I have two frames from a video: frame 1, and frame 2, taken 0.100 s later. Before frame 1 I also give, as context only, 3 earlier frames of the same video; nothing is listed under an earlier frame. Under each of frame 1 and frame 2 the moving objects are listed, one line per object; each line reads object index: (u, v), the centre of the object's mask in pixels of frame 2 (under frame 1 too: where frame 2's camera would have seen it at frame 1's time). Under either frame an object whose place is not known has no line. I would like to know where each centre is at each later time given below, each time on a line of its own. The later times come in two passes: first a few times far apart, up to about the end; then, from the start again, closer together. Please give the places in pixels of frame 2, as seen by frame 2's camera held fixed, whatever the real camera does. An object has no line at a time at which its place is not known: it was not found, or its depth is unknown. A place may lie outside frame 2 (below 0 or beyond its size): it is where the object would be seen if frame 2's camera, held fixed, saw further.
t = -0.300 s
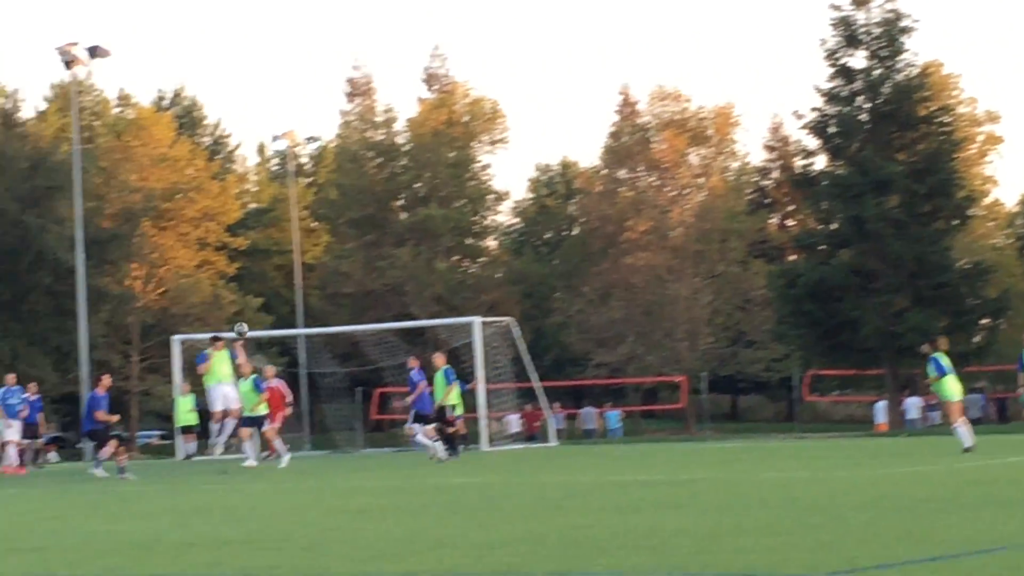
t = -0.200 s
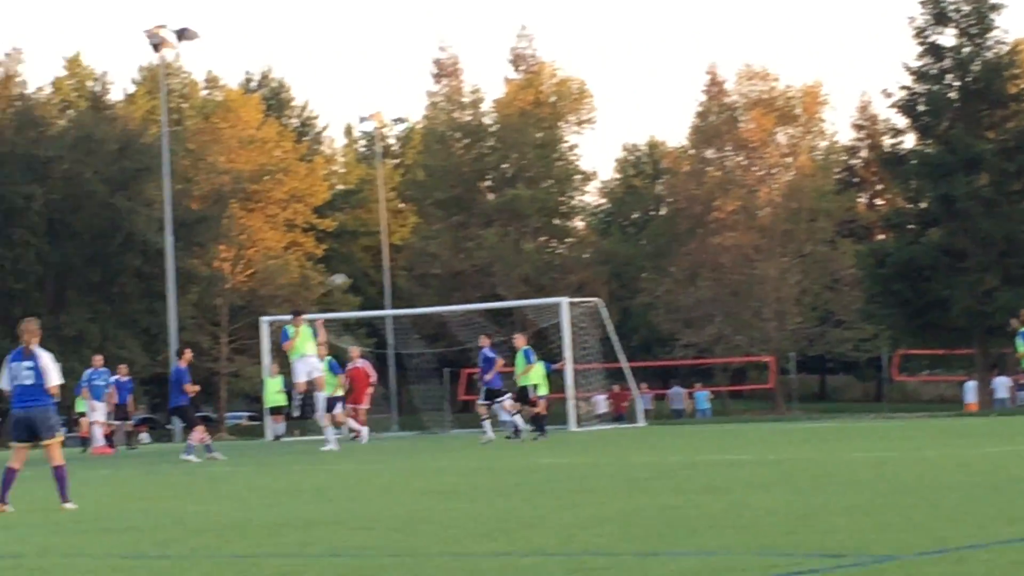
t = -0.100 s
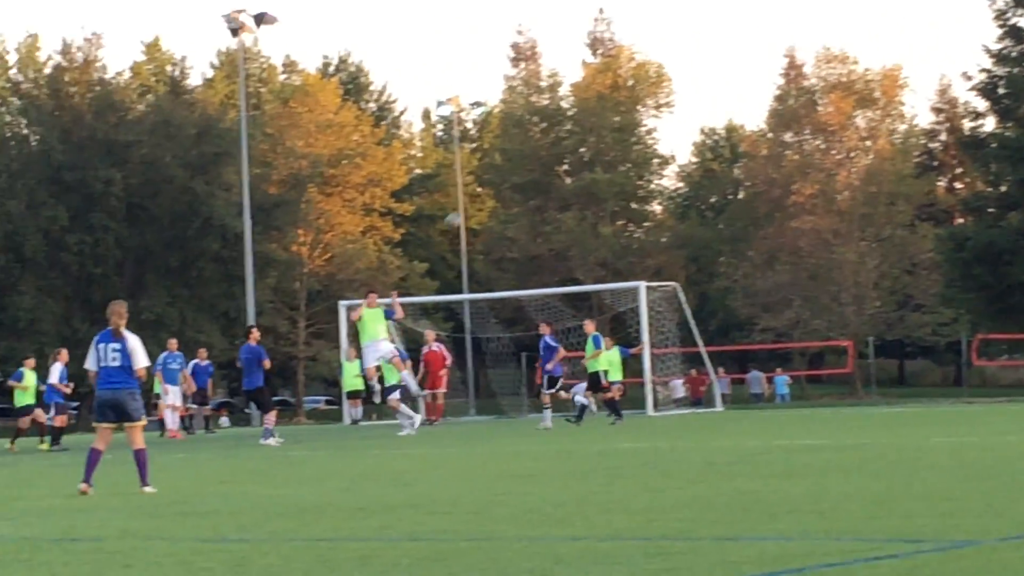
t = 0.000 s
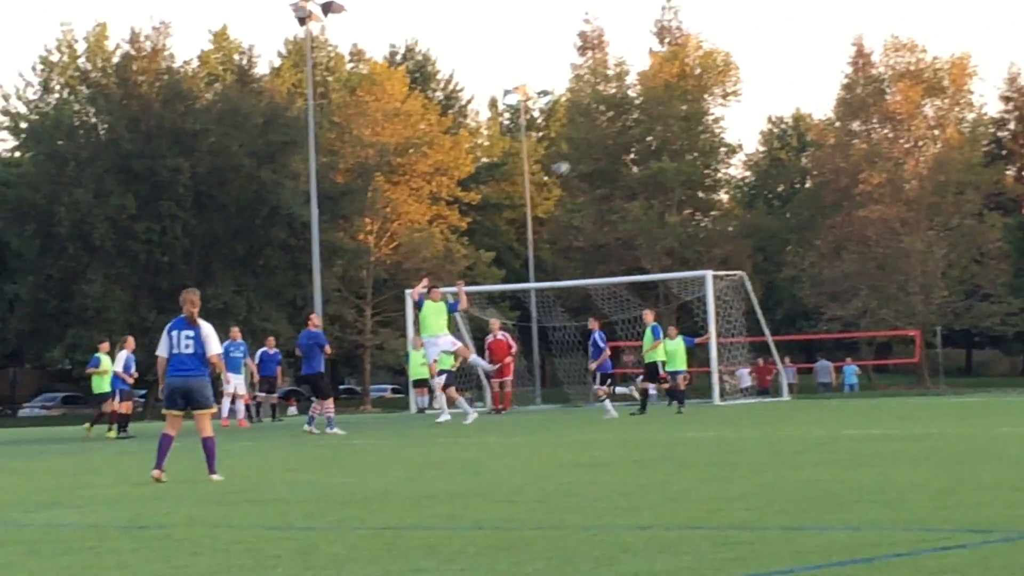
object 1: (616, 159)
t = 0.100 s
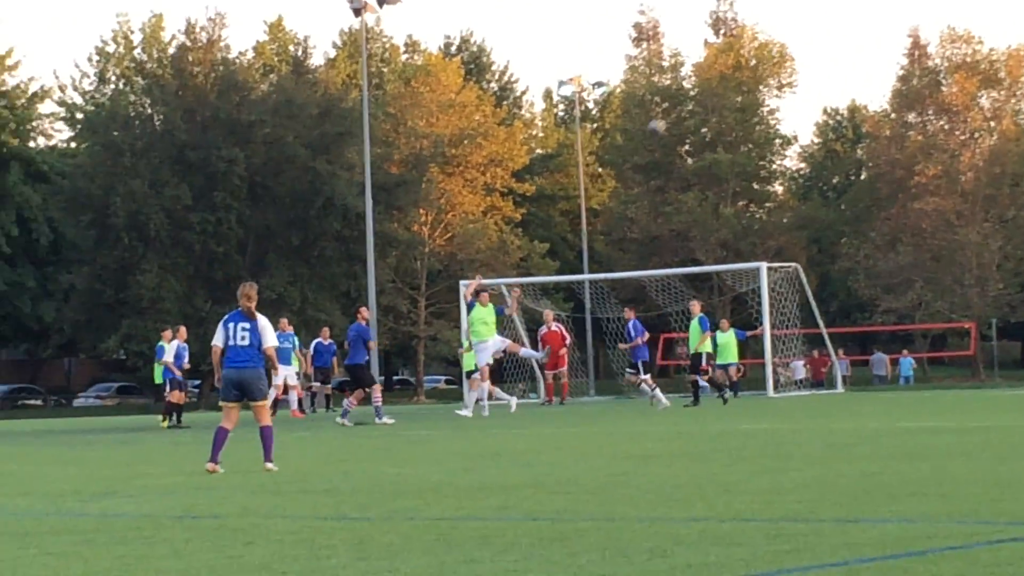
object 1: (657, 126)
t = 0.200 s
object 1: (698, 98)
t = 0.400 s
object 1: (785, 64)
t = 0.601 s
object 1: (876, 56)
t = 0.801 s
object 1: (974, 75)
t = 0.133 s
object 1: (671, 115)
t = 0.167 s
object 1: (685, 107)
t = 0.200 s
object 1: (698, 98)
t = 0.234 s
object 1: (713, 90)
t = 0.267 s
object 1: (728, 84)
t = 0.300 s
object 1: (742, 78)
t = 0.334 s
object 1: (757, 72)
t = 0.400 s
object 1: (785, 64)
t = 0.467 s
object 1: (815, 59)
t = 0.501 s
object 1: (830, 57)
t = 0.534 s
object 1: (845, 56)
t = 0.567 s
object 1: (860, 56)
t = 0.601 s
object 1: (876, 56)
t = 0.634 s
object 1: (892, 57)
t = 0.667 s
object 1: (907, 59)
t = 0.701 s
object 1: (923, 63)
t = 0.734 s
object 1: (940, 65)
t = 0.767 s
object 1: (957, 69)
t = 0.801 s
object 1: (974, 75)
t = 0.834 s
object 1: (990, 81)
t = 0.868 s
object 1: (1008, 89)
